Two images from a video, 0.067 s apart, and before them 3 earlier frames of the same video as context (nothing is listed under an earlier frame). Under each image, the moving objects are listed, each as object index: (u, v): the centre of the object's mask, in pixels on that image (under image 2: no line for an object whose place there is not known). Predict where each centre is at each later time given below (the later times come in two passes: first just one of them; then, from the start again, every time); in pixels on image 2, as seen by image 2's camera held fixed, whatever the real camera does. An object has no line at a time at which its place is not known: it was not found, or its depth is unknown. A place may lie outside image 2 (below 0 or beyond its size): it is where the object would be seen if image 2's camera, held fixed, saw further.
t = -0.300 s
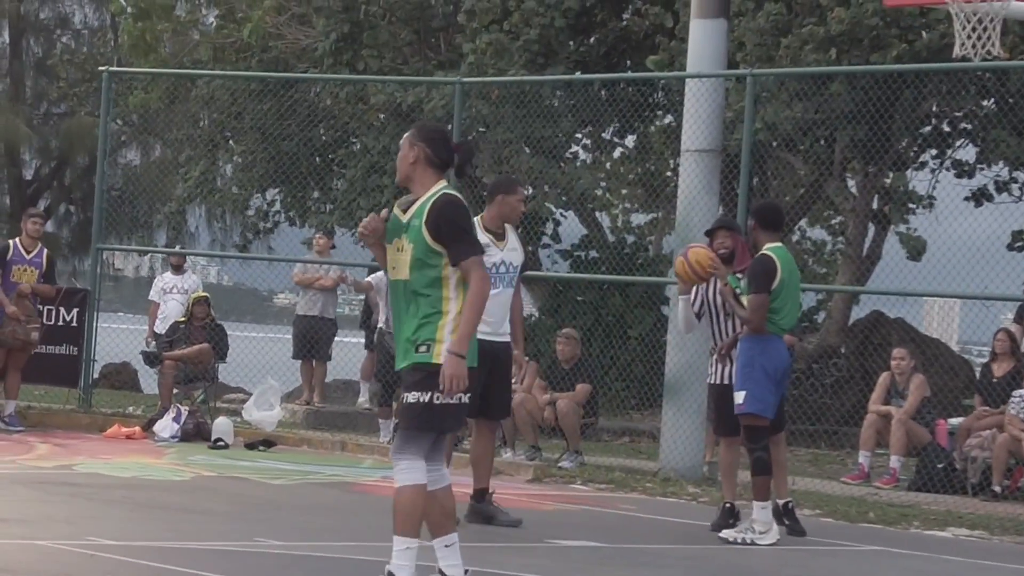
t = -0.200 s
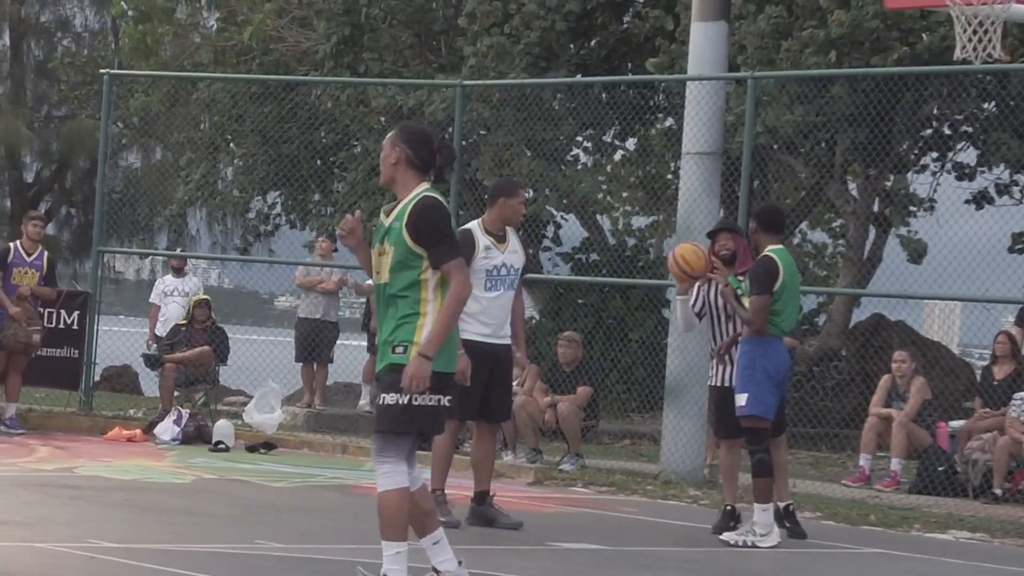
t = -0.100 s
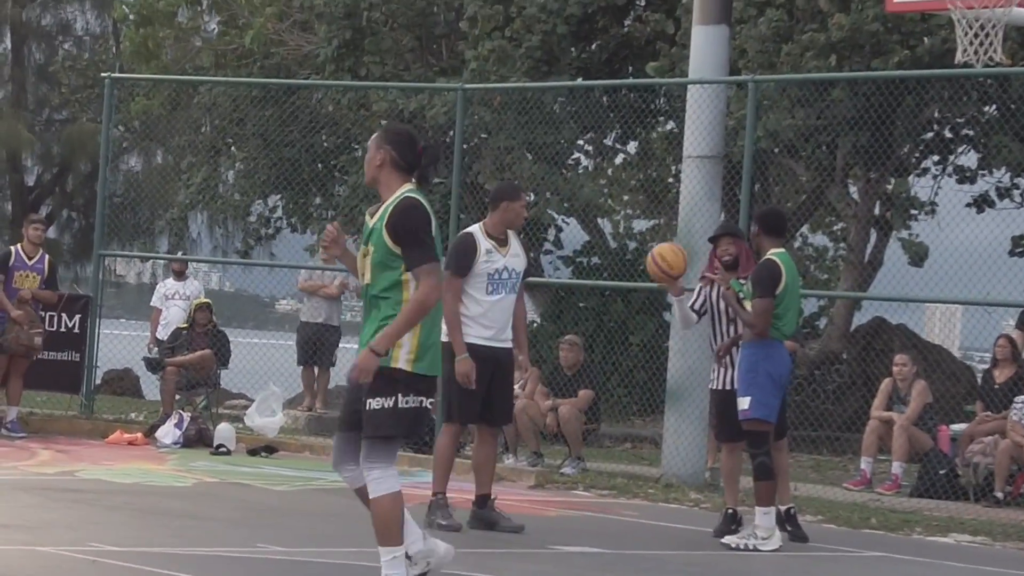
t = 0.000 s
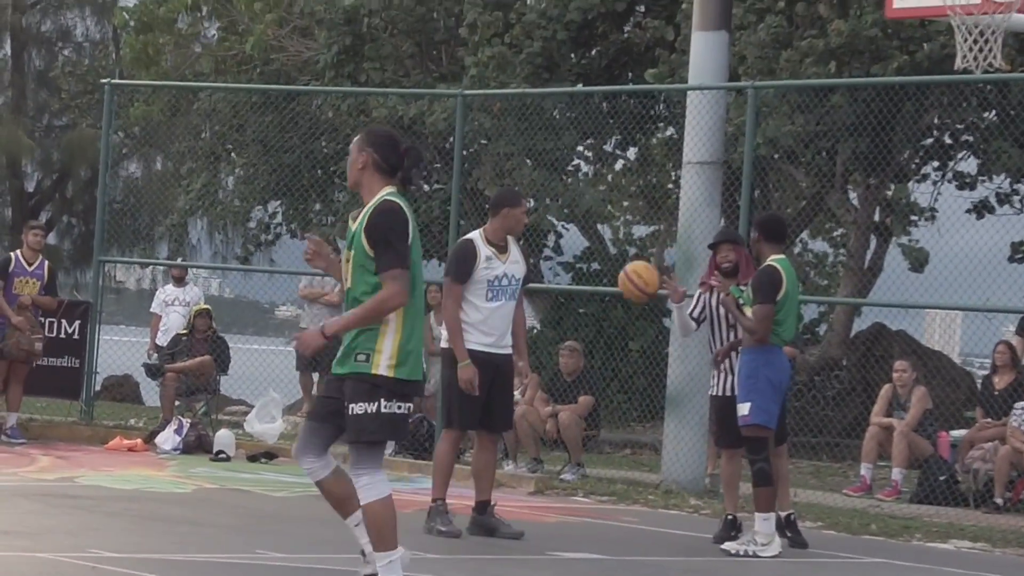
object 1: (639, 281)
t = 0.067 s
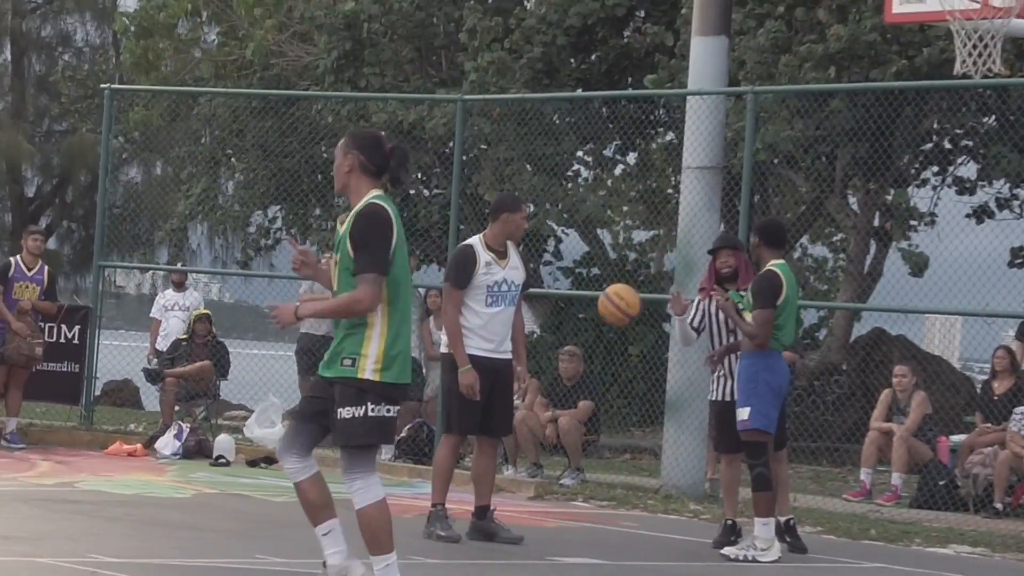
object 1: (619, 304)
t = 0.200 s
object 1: (577, 366)
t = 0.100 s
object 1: (609, 316)
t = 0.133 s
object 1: (599, 331)
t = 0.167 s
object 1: (589, 347)
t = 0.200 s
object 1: (577, 366)
